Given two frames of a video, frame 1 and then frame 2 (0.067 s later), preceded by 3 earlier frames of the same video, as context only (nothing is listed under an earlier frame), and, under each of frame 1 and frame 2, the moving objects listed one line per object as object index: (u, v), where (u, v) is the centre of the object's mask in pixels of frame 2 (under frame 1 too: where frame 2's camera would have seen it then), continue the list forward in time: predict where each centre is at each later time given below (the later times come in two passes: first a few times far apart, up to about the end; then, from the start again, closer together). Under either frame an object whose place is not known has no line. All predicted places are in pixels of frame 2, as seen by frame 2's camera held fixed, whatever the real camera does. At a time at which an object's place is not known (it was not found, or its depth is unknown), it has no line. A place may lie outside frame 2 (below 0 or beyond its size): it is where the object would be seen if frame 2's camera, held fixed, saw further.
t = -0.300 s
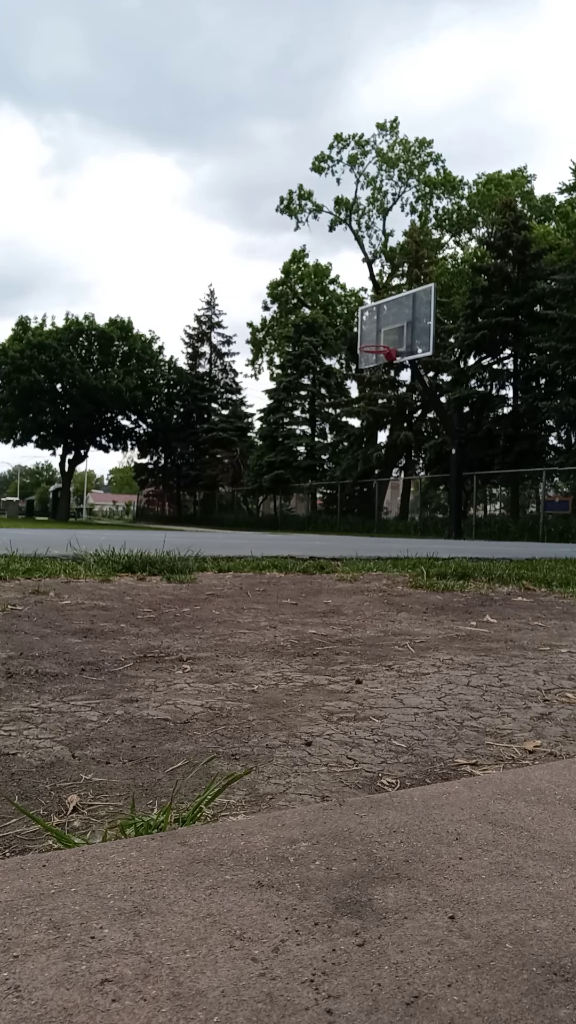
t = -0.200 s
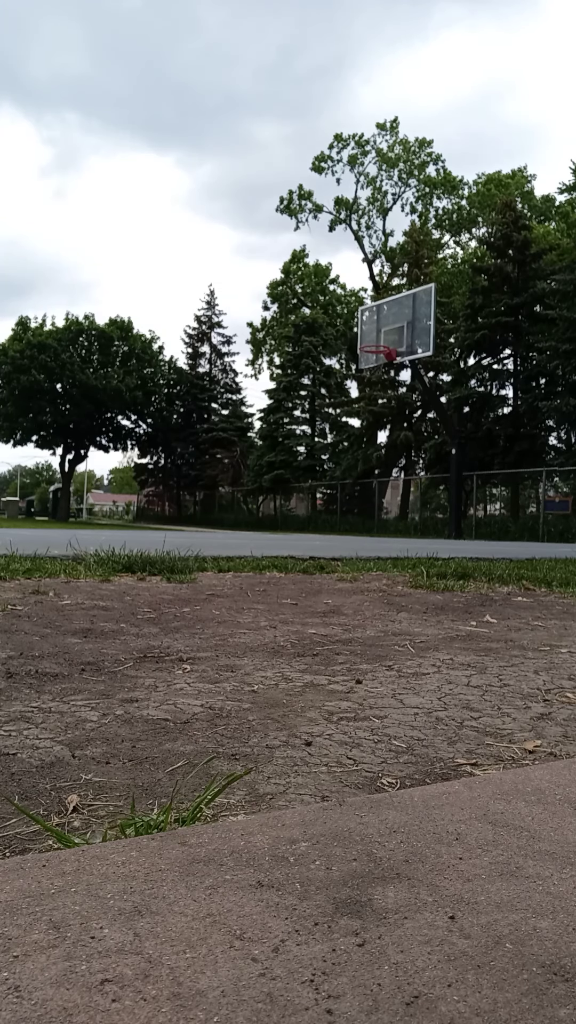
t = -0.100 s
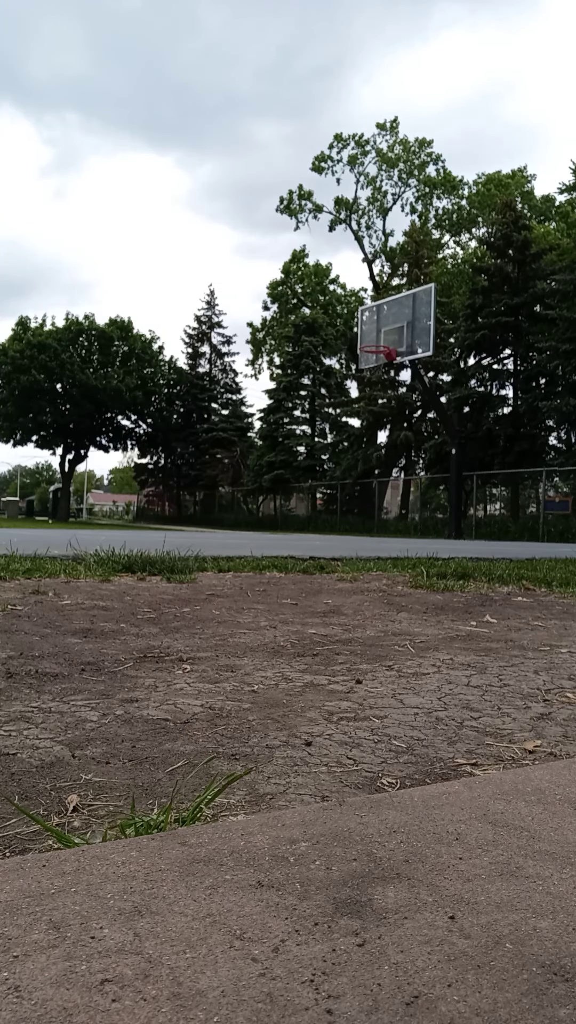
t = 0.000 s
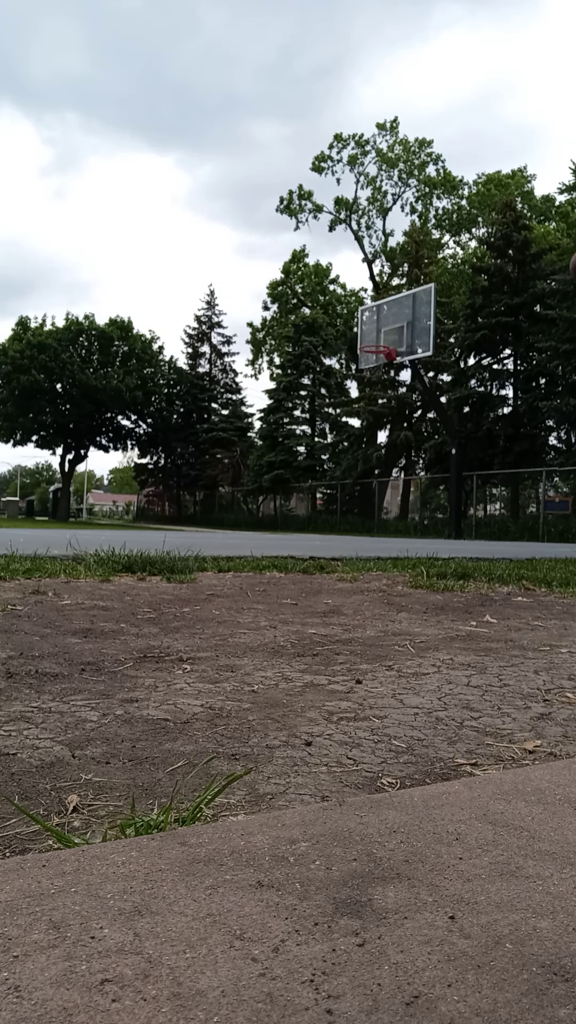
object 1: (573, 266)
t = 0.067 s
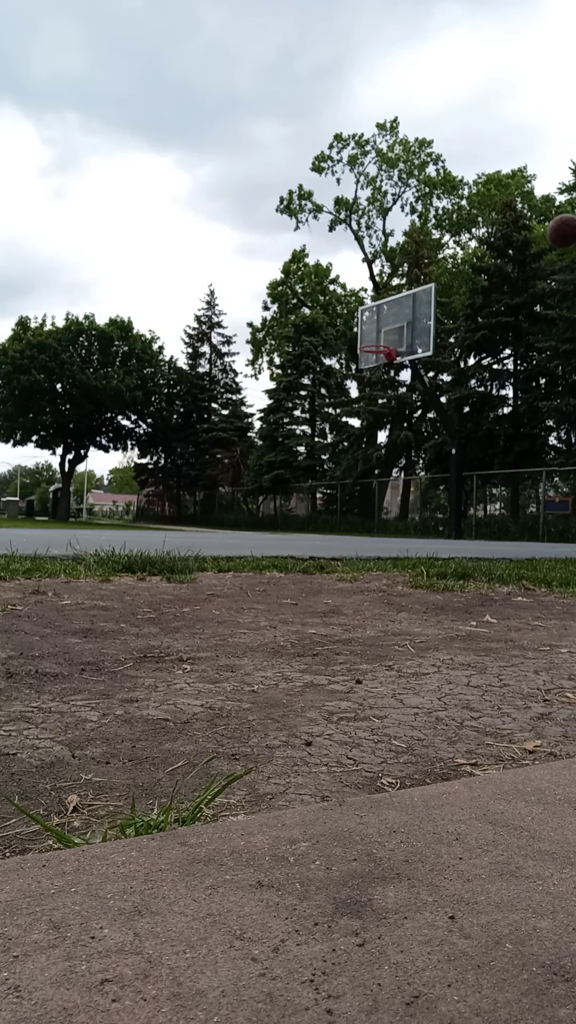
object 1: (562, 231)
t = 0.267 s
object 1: (501, 164)
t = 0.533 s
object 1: (424, 155)
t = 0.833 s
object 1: (341, 242)
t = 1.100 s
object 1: (269, 398)
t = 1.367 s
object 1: (231, 474)
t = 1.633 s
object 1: (252, 367)
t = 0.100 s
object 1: (553, 216)
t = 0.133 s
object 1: (543, 203)
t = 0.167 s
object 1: (532, 191)
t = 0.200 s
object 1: (522, 181)
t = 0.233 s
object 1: (511, 172)
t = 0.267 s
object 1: (501, 164)
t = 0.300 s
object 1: (492, 158)
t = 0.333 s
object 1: (482, 154)
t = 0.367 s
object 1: (471, 151)
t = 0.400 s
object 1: (462, 149)
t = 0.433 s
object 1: (452, 148)
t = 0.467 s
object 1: (443, 150)
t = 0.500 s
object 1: (433, 152)
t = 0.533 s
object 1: (424, 155)
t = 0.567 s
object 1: (414, 160)
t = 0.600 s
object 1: (405, 166)
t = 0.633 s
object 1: (396, 174)
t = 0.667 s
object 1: (386, 182)
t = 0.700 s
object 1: (377, 192)
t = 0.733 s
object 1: (369, 203)
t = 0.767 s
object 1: (359, 215)
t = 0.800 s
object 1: (350, 228)
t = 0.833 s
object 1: (341, 242)
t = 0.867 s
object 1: (332, 258)
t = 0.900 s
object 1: (323, 275)
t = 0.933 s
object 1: (314, 293)
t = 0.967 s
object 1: (305, 311)
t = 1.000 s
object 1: (296, 331)
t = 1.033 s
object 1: (287, 352)
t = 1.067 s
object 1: (279, 375)
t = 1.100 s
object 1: (269, 398)
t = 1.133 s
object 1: (260, 422)
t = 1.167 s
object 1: (251, 446)
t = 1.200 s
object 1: (243, 472)
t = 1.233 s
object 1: (233, 498)
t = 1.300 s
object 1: (226, 513)
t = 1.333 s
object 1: (229, 492)
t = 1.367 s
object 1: (231, 474)
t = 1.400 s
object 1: (234, 456)
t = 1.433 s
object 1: (236, 439)
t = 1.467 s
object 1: (239, 424)
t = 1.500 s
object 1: (242, 411)
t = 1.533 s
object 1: (244, 398)
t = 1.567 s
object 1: (246, 386)
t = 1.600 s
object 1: (249, 376)
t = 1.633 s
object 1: (252, 367)
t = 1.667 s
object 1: (254, 359)
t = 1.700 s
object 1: (257, 353)
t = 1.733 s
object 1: (259, 348)
